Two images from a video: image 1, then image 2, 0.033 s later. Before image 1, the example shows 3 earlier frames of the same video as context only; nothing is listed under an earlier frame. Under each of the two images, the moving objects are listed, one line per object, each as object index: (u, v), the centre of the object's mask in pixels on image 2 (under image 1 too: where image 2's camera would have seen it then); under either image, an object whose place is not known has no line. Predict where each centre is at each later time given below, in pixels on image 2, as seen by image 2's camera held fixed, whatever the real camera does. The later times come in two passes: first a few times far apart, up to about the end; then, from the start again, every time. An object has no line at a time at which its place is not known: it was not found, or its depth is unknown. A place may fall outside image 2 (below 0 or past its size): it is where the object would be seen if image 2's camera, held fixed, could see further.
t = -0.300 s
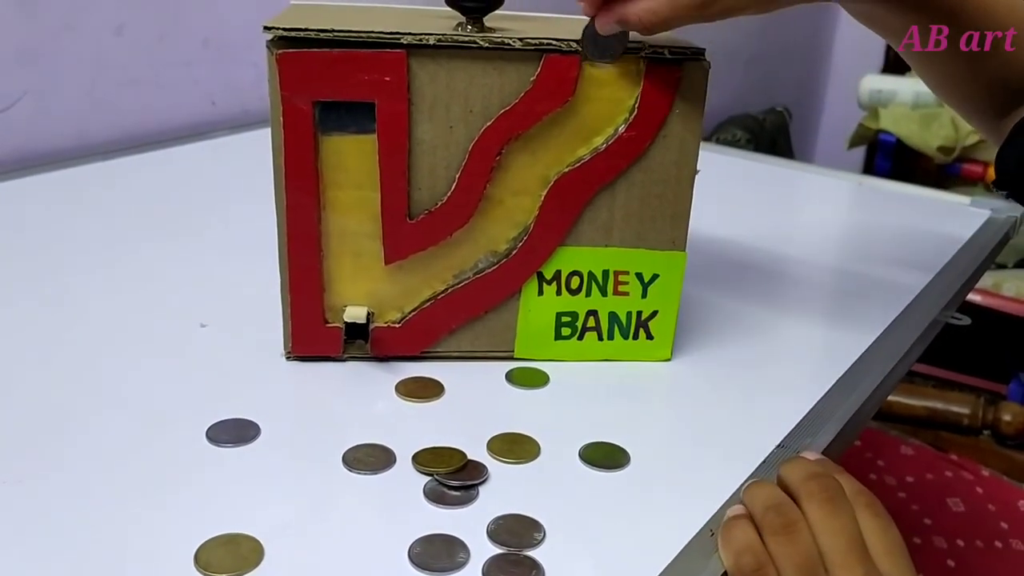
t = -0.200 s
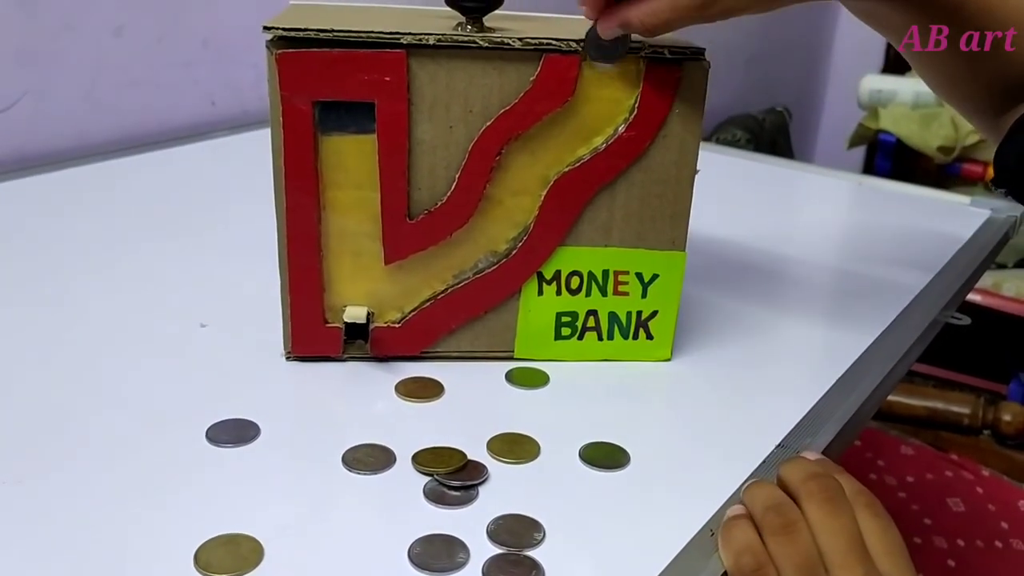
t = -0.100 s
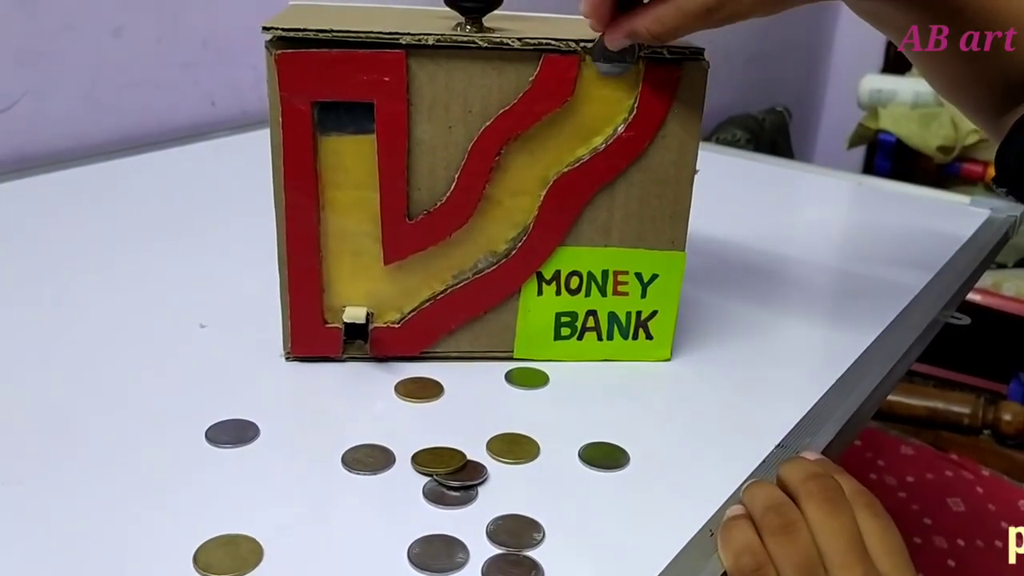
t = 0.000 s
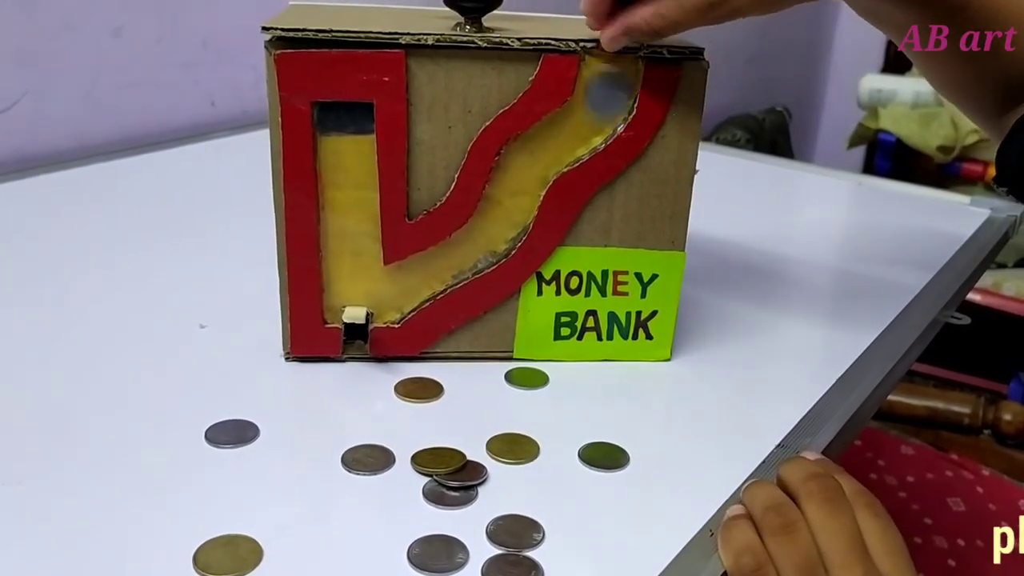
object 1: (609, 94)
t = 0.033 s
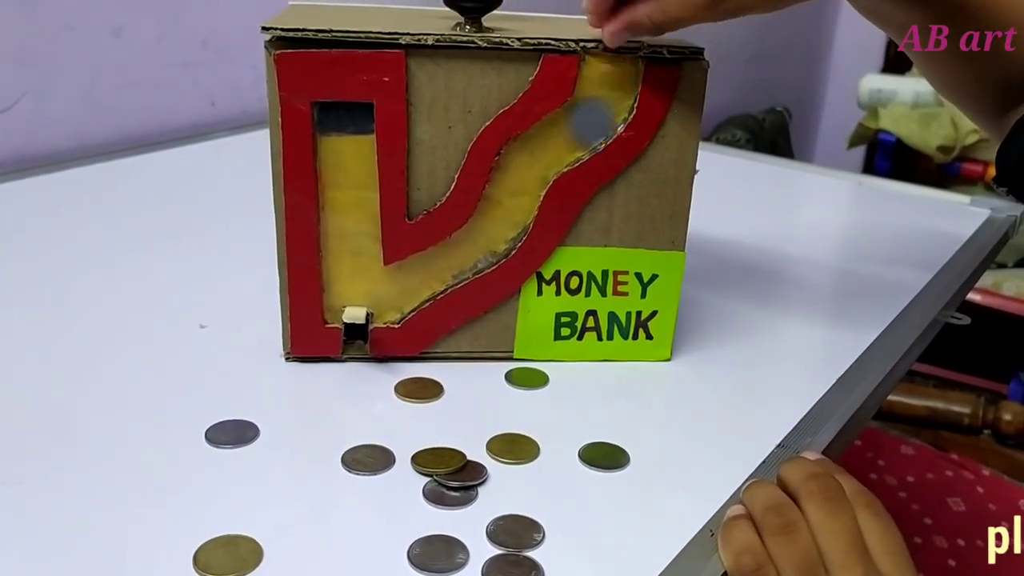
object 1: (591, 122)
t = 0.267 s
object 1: (368, 288)
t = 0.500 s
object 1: (387, 297)
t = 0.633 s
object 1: (387, 297)
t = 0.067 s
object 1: (529, 168)
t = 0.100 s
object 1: (493, 219)
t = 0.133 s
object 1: (456, 254)
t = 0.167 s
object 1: (409, 281)
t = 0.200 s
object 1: (385, 294)
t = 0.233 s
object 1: (377, 288)
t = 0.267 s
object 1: (368, 288)
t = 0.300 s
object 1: (368, 288)
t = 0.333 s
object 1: (368, 288)
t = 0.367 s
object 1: (371, 290)
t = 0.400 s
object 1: (377, 291)
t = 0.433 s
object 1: (387, 297)
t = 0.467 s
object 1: (387, 297)
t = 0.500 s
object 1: (387, 297)
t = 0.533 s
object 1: (387, 297)
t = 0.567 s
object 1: (387, 297)
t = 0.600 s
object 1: (387, 298)
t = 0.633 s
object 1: (387, 297)
